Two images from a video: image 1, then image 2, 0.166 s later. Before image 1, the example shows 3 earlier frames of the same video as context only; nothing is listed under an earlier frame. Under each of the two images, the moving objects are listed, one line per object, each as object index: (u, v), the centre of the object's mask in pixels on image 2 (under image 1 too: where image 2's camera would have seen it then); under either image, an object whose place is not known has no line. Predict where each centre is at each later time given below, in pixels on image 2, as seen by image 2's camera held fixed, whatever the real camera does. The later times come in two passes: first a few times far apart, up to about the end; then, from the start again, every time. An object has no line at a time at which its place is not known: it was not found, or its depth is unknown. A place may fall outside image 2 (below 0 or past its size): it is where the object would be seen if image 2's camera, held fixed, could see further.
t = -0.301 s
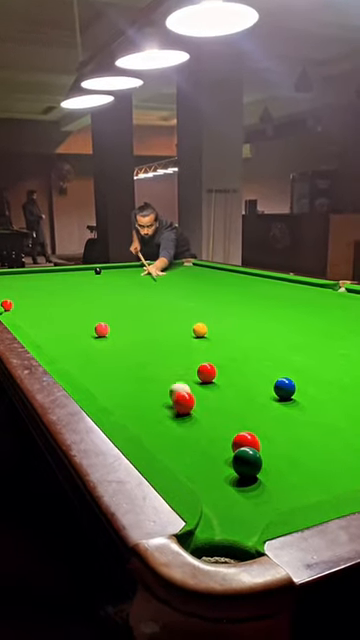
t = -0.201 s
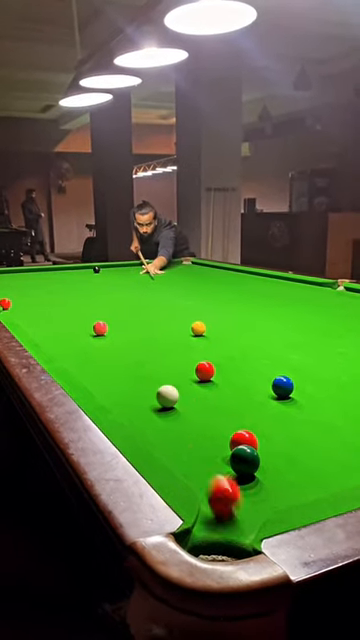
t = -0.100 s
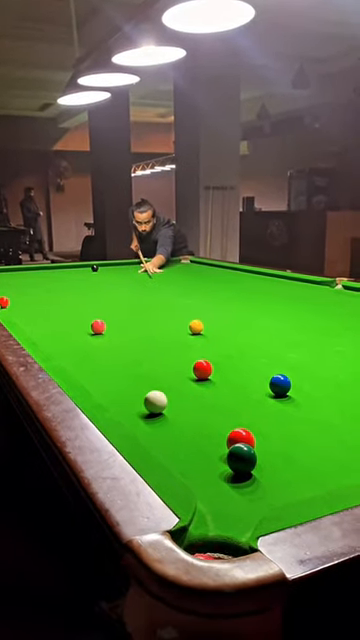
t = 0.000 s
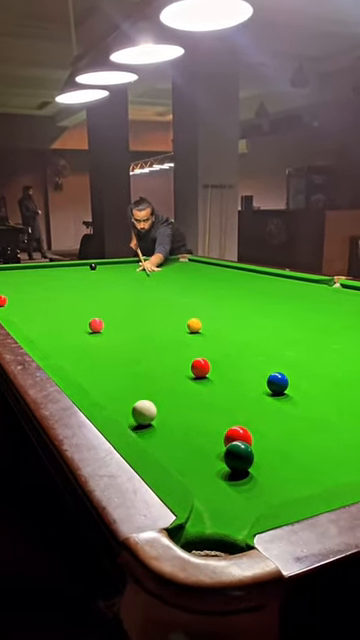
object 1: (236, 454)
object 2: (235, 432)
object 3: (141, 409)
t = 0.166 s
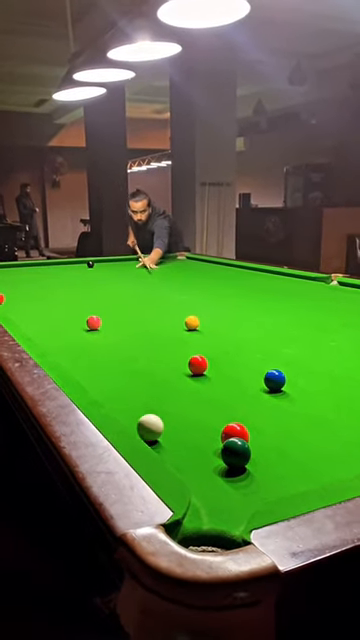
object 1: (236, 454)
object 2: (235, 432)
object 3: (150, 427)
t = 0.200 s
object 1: (235, 456)
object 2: (234, 432)
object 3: (157, 429)
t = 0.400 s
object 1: (235, 456)
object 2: (235, 432)
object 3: (200, 440)
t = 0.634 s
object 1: (257, 463)
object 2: (247, 433)
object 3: (210, 450)
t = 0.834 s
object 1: (279, 471)
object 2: (258, 432)
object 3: (211, 455)
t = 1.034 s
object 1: (299, 473)
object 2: (266, 430)
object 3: (212, 460)
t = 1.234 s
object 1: (317, 474)
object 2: (272, 429)
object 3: (213, 463)
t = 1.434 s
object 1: (316, 472)
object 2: (276, 428)
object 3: (214, 466)
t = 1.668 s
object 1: (314, 469)
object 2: (278, 427)
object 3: (213, 467)
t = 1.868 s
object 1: (311, 468)
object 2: (278, 427)
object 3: (212, 466)
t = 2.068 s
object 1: (309, 468)
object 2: (277, 427)
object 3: (212, 466)
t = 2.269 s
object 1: (308, 468)
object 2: (277, 427)
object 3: (211, 466)
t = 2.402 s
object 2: (277, 427)
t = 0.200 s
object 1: (235, 456)
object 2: (234, 432)
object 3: (157, 429)
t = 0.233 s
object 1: (235, 456)
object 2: (235, 432)
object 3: (164, 431)
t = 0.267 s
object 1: (235, 456)
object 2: (235, 432)
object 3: (171, 433)
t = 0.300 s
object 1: (235, 456)
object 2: (235, 432)
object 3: (178, 434)
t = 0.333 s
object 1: (235, 456)
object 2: (235, 432)
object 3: (185, 436)
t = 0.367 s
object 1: (235, 456)
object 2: (235, 432)
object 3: (193, 438)
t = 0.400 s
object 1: (235, 456)
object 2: (235, 432)
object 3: (200, 440)
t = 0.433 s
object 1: (235, 456)
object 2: (235, 432)
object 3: (207, 442)
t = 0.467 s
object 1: (235, 457)
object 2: (238, 431)
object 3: (211, 444)
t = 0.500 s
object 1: (240, 458)
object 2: (239, 432)
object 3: (211, 445)
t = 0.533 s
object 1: (245, 459)
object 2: (241, 432)
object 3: (211, 446)
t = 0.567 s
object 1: (249, 460)
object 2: (243, 433)
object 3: (211, 448)
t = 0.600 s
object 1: (253, 462)
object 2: (245, 433)
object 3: (211, 449)
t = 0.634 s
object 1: (257, 463)
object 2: (247, 433)
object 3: (210, 450)
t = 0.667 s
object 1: (260, 464)
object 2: (249, 433)
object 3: (211, 451)
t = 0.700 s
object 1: (264, 465)
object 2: (251, 434)
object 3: (210, 452)
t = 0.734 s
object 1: (268, 467)
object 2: (253, 433)
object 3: (210, 453)
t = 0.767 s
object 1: (272, 468)
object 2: (255, 433)
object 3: (211, 454)
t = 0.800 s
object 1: (275, 469)
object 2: (256, 432)
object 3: (210, 455)
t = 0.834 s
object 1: (279, 471)
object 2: (258, 432)
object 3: (211, 455)
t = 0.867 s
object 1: (283, 472)
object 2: (259, 432)
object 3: (211, 456)
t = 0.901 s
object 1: (286, 472)
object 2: (261, 432)
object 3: (211, 457)
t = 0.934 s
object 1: (290, 472)
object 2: (262, 431)
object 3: (211, 458)
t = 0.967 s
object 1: (293, 472)
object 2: (263, 431)
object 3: (211, 459)
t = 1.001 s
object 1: (296, 473)
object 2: (265, 431)
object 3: (211, 459)
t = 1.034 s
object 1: (299, 473)
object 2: (266, 430)
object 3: (212, 460)
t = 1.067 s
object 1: (303, 473)
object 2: (267, 430)
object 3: (212, 461)
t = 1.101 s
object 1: (306, 473)
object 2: (268, 430)
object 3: (212, 461)
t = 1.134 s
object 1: (308, 473)
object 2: (269, 430)
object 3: (212, 462)
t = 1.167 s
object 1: (311, 474)
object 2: (270, 430)
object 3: (212, 462)
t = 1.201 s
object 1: (314, 474)
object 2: (271, 429)
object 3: (213, 463)
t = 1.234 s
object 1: (317, 474)
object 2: (272, 429)
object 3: (213, 463)
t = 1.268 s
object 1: (318, 474)
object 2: (273, 429)
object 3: (213, 464)
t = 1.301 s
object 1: (318, 474)
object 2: (273, 429)
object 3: (213, 464)
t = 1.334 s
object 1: (317, 473)
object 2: (274, 428)
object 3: (214, 465)
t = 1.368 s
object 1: (317, 472)
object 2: (275, 428)
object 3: (214, 465)
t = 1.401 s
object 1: (316, 472)
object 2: (275, 428)
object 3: (214, 466)
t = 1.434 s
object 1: (316, 472)
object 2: (276, 428)
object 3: (214, 466)
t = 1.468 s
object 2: (276, 428)
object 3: (214, 466)
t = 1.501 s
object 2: (277, 427)
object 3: (214, 466)
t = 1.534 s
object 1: (315, 470)
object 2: (277, 427)
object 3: (214, 466)
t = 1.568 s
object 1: (315, 470)
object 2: (277, 427)
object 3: (214, 466)
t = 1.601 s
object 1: (315, 470)
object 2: (277, 427)
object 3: (213, 466)
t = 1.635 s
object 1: (315, 469)
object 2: (278, 427)
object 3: (213, 467)
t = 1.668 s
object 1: (314, 469)
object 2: (278, 427)
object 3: (213, 467)
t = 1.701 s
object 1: (314, 469)
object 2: (278, 427)
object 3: (213, 466)
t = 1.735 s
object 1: (313, 469)
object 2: (278, 427)
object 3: (213, 466)
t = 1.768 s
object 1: (313, 469)
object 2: (278, 427)
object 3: (212, 466)
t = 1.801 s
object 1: (312, 469)
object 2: (278, 427)
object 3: (212, 466)
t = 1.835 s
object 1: (312, 468)
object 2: (278, 427)
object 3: (212, 466)
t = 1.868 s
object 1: (311, 468)
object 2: (278, 427)
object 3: (212, 466)
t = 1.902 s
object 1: (311, 468)
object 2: (277, 427)
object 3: (212, 466)
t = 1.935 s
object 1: (310, 468)
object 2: (277, 427)
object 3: (212, 466)
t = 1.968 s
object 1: (310, 468)
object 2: (277, 427)
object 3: (212, 466)
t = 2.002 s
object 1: (309, 468)
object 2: (277, 427)
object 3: (212, 466)
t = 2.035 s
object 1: (309, 468)
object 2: (277, 427)
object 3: (212, 466)
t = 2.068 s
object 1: (309, 468)
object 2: (277, 427)
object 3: (212, 466)
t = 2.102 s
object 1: (308, 468)
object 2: (277, 427)
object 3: (212, 466)
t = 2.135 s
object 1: (308, 468)
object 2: (277, 427)
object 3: (211, 466)
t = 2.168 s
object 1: (308, 468)
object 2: (277, 427)
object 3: (211, 466)
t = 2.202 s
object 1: (308, 468)
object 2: (277, 427)
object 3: (211, 466)
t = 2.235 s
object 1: (308, 469)
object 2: (277, 427)
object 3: (211, 466)
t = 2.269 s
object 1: (308, 468)
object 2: (277, 427)
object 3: (211, 466)
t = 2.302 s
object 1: (308, 469)
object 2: (277, 427)
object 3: (211, 466)
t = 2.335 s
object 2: (277, 427)
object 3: (211, 466)
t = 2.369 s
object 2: (277, 427)
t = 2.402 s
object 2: (277, 427)
